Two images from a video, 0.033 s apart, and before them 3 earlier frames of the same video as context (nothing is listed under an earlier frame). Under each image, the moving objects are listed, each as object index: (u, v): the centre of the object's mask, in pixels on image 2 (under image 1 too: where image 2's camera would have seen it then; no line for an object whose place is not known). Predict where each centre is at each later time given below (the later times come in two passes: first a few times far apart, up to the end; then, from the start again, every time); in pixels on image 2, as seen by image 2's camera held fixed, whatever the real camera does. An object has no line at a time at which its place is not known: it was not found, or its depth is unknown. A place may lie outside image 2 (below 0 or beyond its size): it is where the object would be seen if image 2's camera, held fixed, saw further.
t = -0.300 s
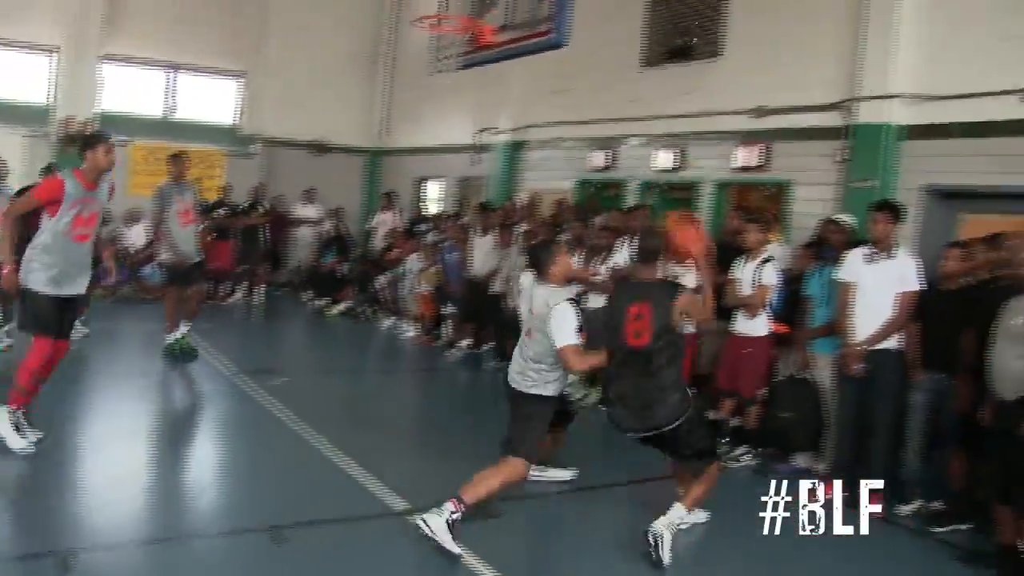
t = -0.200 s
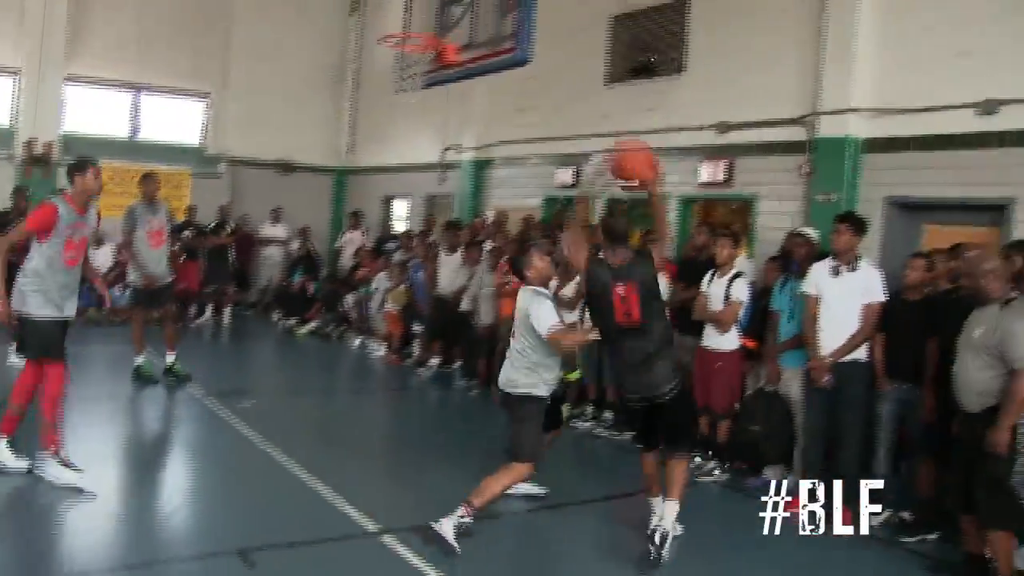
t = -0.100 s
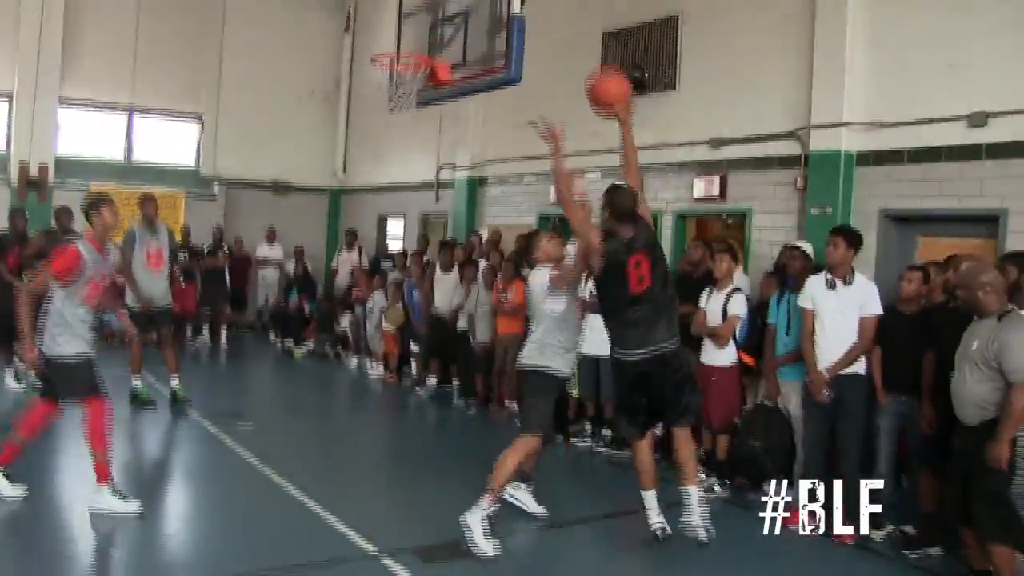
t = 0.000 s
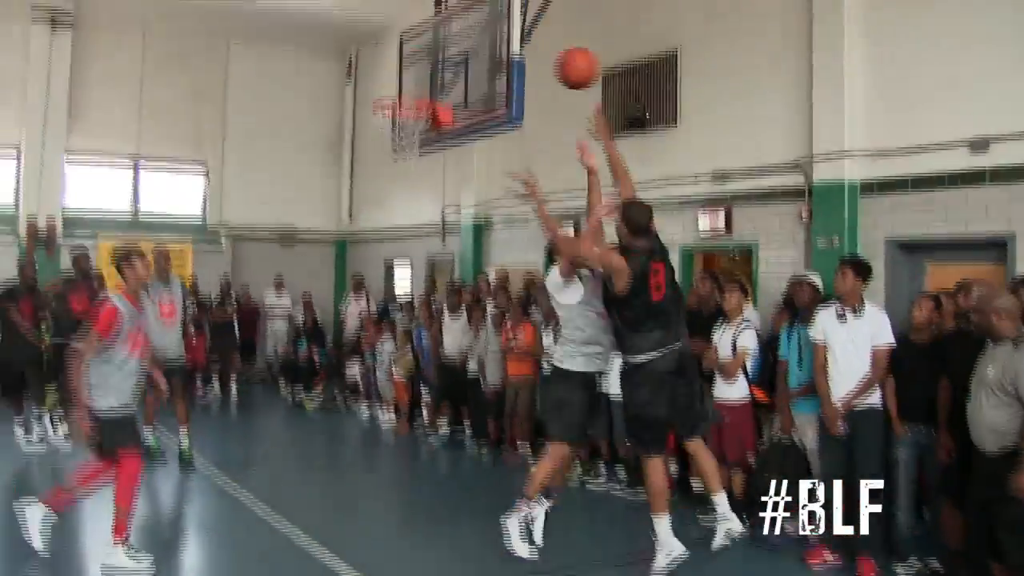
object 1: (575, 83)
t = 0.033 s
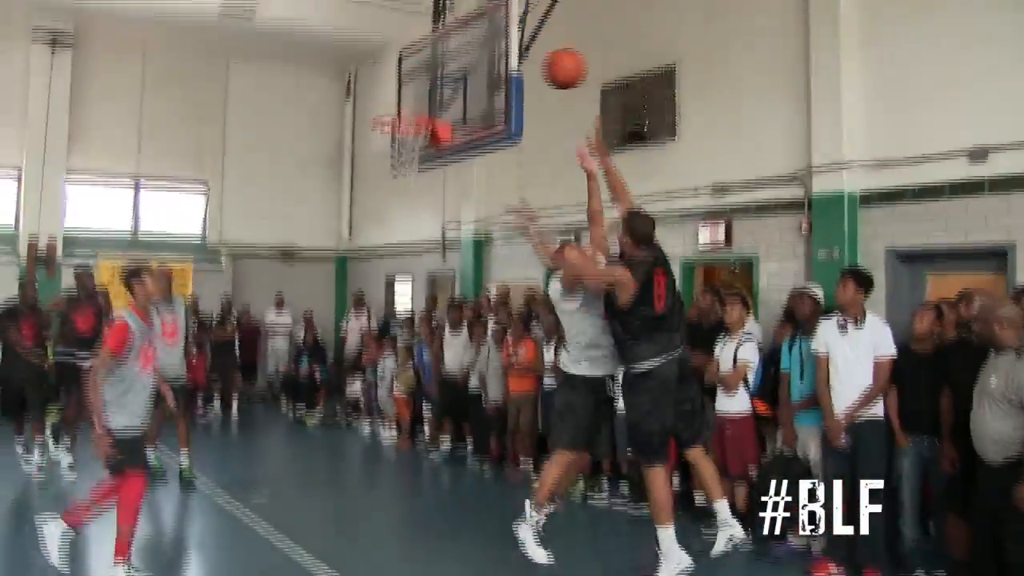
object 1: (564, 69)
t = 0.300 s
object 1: (489, 25)
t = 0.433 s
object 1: (458, 42)
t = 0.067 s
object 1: (553, 57)
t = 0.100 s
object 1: (544, 47)
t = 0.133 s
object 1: (535, 39)
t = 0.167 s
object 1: (523, 32)
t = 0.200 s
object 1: (514, 28)
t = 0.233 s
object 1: (505, 25)
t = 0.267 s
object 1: (497, 24)
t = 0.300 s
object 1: (489, 25)
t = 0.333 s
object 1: (481, 27)
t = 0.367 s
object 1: (474, 31)
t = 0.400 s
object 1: (466, 36)
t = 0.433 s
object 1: (458, 42)
